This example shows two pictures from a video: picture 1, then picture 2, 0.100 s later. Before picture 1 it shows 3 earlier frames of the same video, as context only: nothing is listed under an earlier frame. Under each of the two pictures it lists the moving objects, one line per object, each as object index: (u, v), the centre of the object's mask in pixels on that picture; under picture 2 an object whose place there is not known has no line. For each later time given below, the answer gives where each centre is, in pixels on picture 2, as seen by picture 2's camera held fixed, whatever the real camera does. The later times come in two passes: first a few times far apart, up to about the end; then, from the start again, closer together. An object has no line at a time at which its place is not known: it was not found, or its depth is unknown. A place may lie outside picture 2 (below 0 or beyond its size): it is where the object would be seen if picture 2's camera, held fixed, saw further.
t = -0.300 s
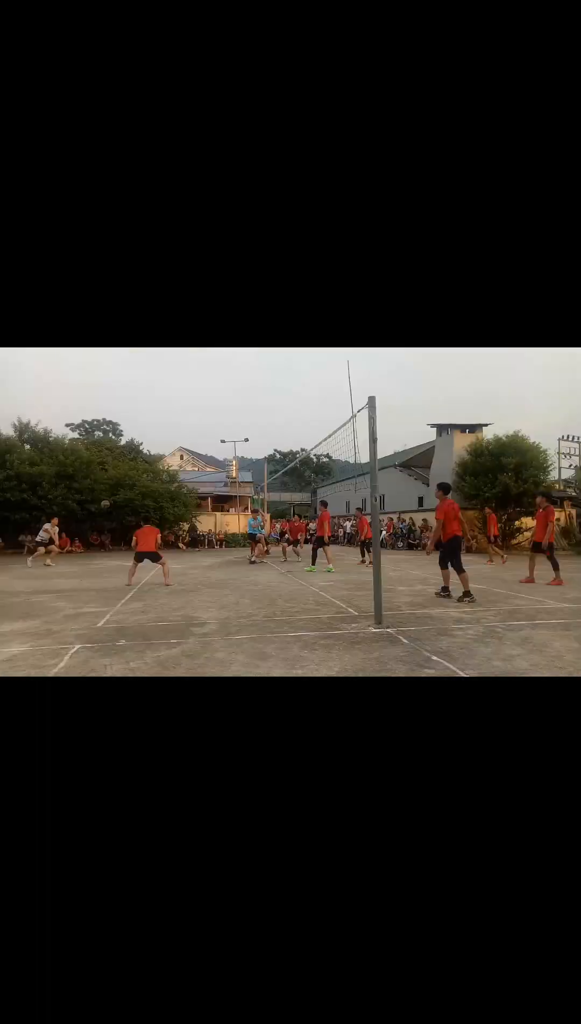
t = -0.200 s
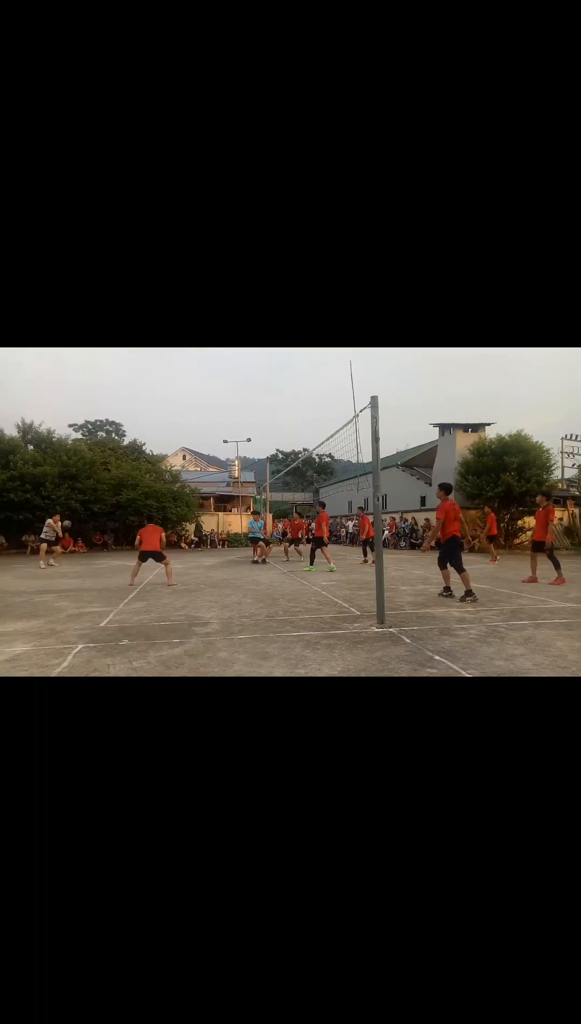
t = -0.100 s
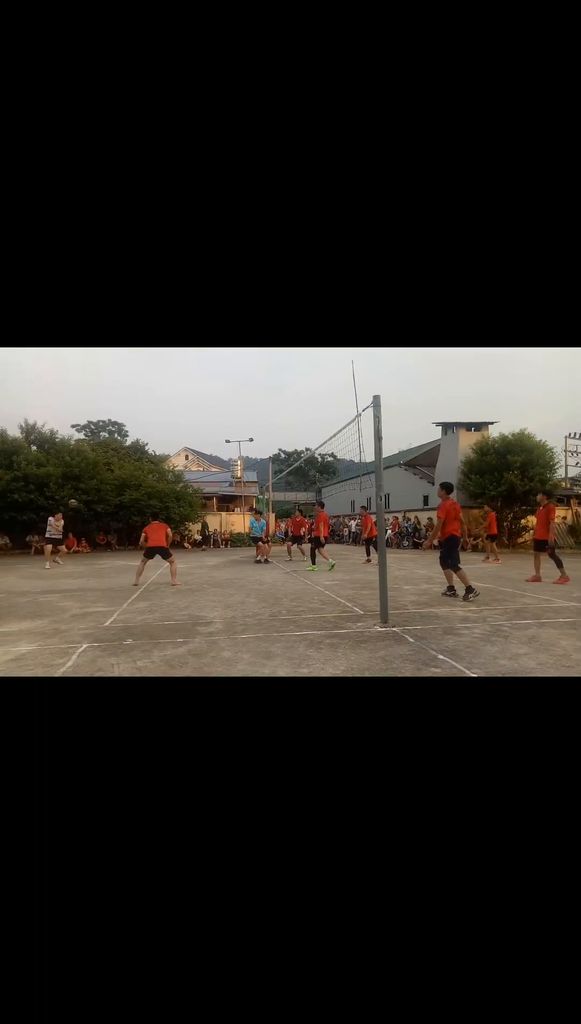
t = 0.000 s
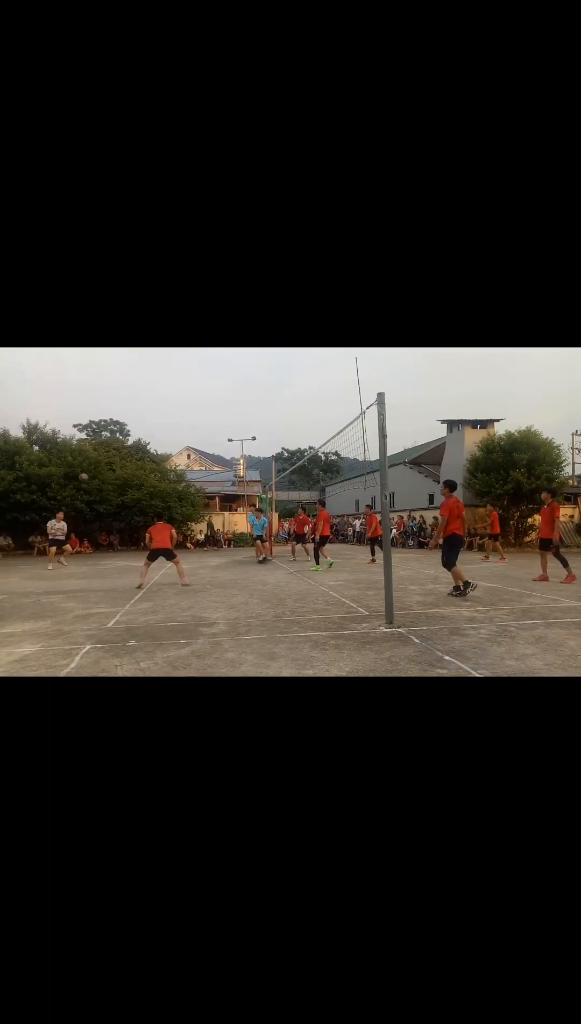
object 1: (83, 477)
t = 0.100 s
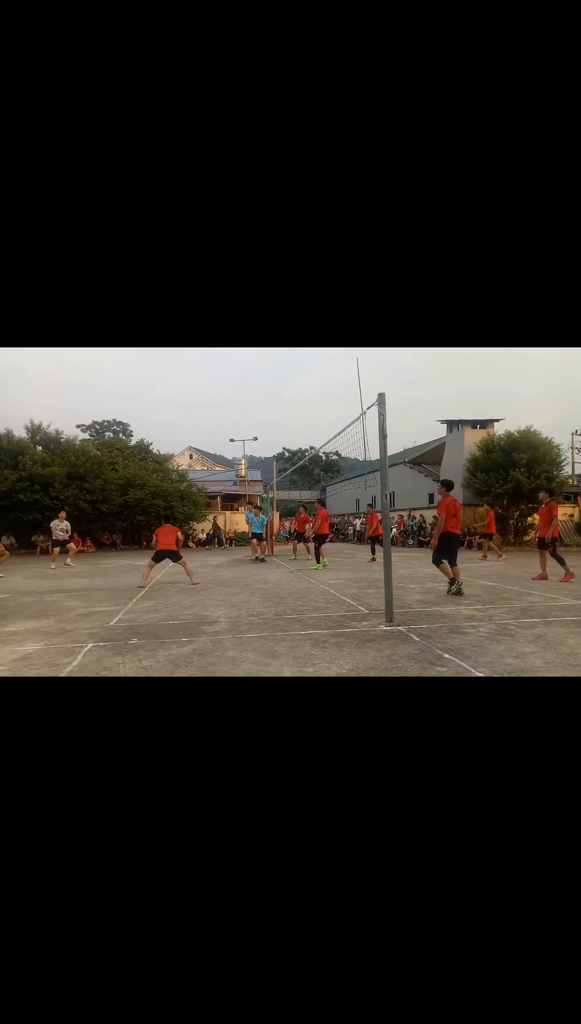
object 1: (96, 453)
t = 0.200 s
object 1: (105, 433)
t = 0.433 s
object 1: (127, 399)
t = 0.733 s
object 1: (158, 382)
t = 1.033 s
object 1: (191, 406)
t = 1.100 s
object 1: (199, 417)
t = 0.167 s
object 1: (100, 437)
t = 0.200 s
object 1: (105, 433)
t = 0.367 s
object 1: (121, 407)
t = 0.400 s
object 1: (124, 403)
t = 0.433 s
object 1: (127, 399)
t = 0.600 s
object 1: (144, 385)
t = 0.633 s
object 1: (147, 384)
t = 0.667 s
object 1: (151, 383)
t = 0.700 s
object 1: (154, 382)
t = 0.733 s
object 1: (158, 382)
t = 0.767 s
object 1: (162, 382)
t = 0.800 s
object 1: (165, 383)
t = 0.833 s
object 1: (169, 385)
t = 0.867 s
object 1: (172, 387)
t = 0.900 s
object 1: (176, 389)
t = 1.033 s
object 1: (191, 406)
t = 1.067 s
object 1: (195, 411)
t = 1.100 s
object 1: (199, 417)
